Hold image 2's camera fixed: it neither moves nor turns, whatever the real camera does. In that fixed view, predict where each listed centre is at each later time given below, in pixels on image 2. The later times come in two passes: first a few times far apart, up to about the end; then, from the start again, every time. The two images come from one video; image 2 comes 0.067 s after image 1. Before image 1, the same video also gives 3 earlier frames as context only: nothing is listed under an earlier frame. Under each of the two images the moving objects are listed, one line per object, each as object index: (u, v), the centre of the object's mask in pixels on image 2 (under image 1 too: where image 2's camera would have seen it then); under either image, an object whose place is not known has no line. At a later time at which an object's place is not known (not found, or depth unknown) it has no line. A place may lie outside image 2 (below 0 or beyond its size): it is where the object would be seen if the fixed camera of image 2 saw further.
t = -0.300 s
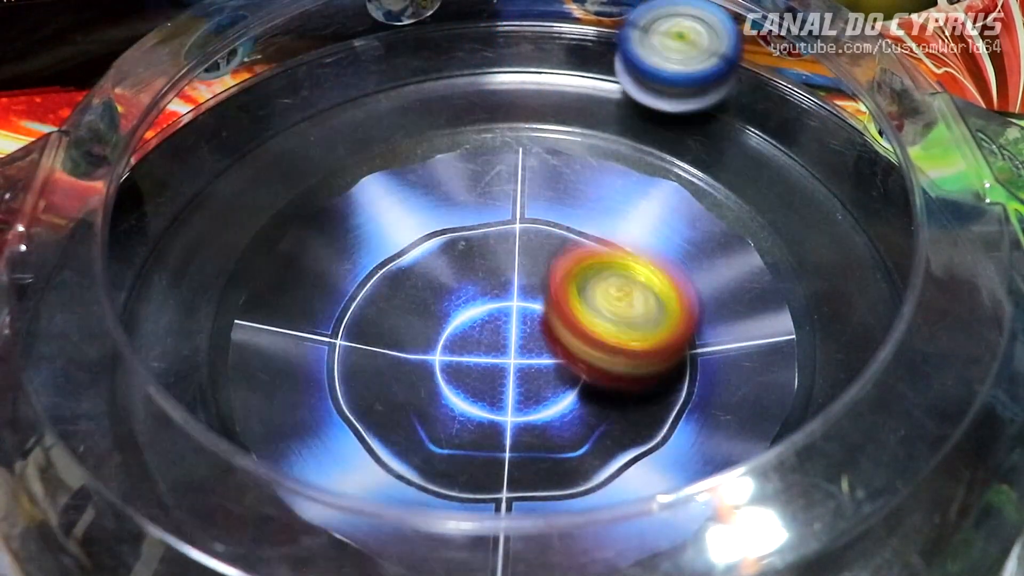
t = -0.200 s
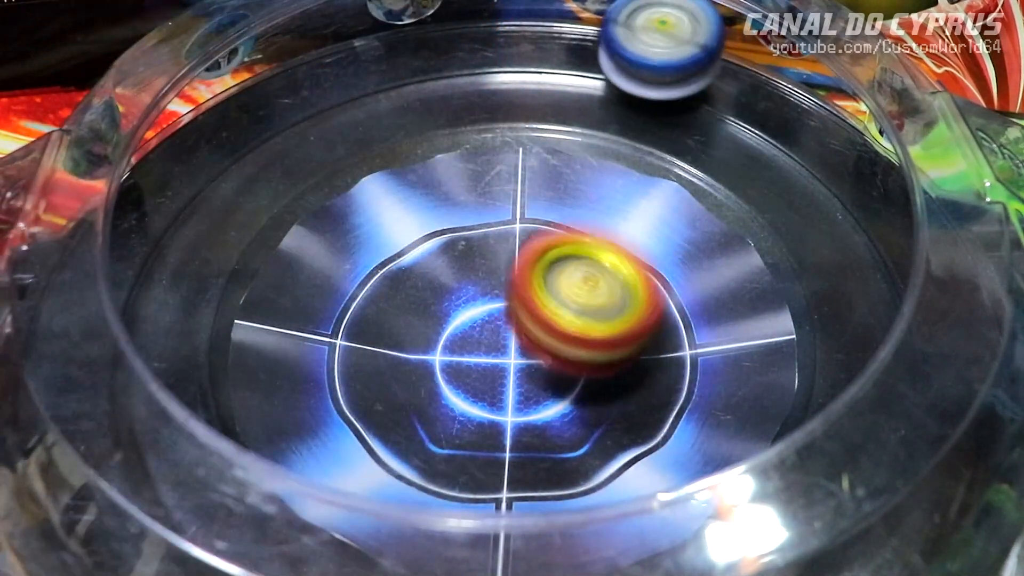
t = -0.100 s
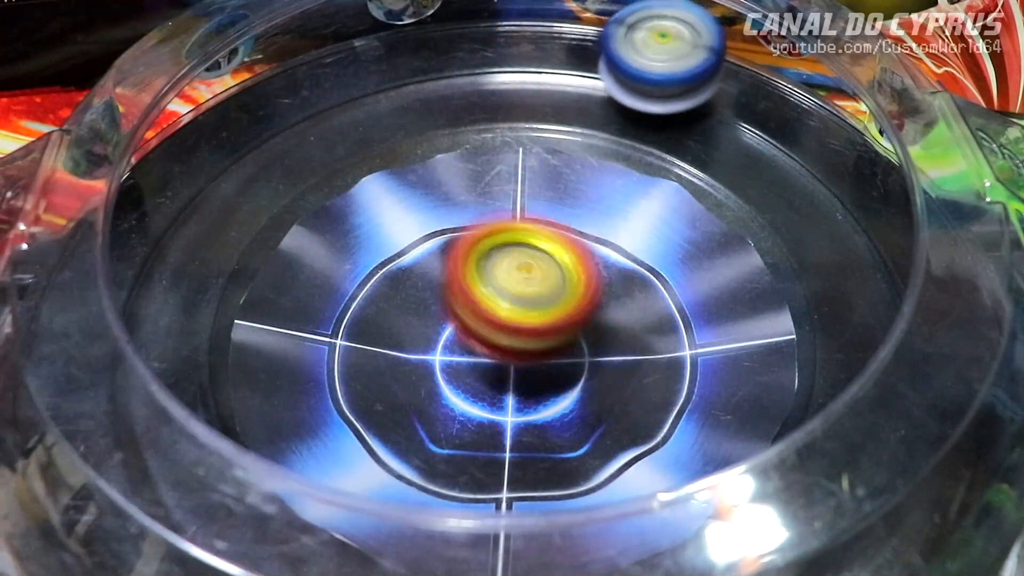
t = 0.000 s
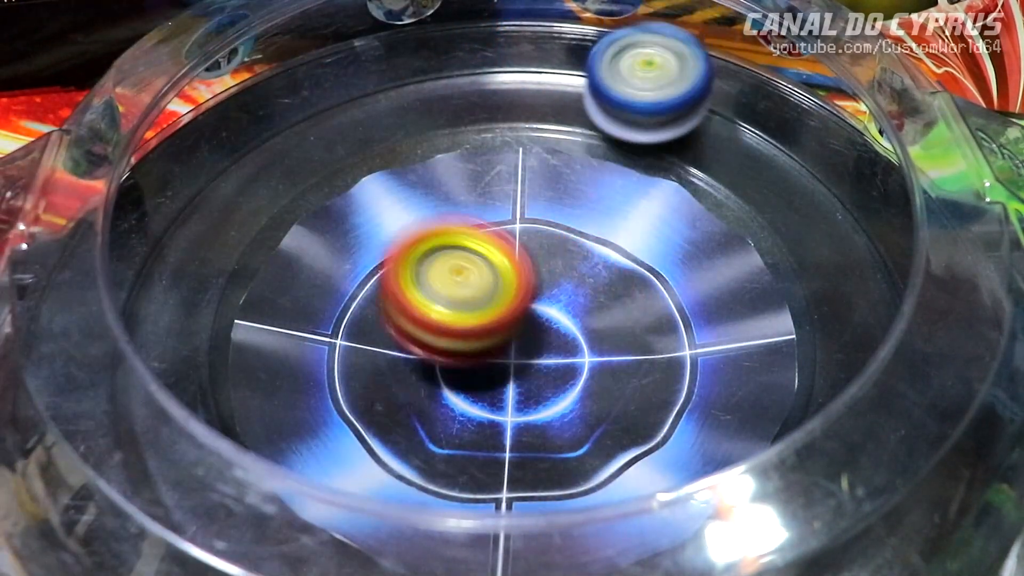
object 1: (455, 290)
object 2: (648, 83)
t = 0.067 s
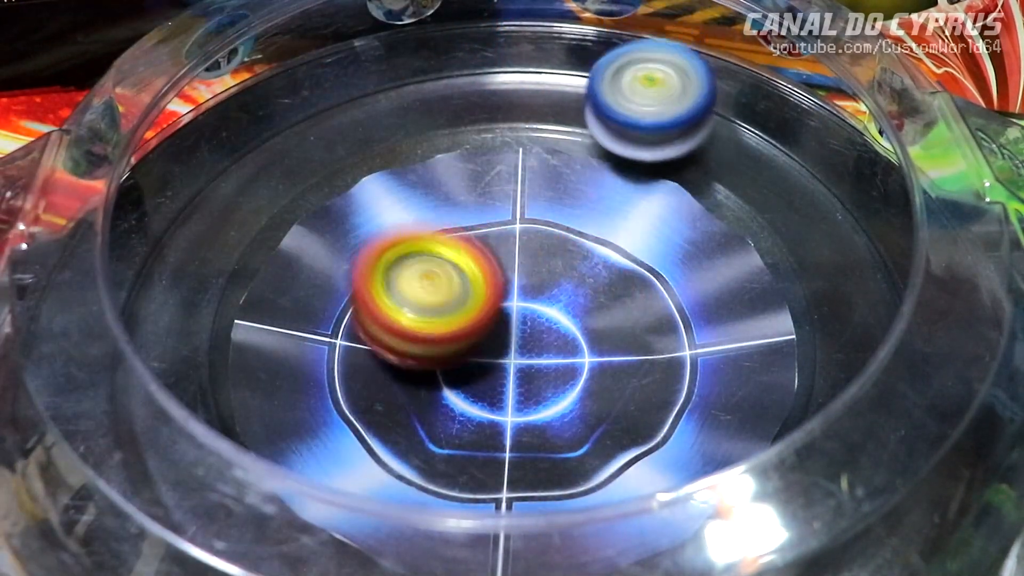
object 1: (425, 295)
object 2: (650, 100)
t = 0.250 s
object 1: (436, 288)
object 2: (603, 191)
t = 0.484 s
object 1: (268, 250)
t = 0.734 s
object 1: (357, 339)
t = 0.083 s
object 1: (420, 288)
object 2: (652, 105)
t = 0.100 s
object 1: (417, 286)
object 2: (653, 109)
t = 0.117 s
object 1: (414, 289)
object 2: (654, 115)
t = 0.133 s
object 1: (412, 289)
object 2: (653, 122)
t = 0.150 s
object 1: (413, 287)
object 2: (651, 130)
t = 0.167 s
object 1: (413, 288)
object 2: (647, 139)
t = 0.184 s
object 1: (415, 287)
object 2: (642, 149)
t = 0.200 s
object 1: (419, 288)
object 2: (634, 158)
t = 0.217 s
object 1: (423, 287)
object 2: (625, 170)
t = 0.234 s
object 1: (430, 287)
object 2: (615, 179)
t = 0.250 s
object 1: (436, 288)
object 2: (603, 191)
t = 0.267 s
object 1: (444, 287)
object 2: (590, 203)
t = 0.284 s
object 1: (452, 288)
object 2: (578, 213)
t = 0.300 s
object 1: (446, 281)
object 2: (577, 226)
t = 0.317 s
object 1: (423, 269)
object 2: (586, 237)
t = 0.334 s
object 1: (401, 261)
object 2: (598, 250)
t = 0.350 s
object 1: (378, 260)
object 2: (611, 270)
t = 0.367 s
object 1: (355, 263)
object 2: (623, 292)
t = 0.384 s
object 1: (338, 263)
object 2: (629, 304)
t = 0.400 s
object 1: (322, 254)
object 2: (635, 320)
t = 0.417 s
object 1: (307, 251)
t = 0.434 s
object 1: (295, 252)
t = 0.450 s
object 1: (284, 255)
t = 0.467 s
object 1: (275, 251)
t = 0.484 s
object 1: (268, 250)
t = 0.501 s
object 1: (262, 254)
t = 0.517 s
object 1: (257, 256)
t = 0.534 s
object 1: (255, 256)
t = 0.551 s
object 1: (254, 260)
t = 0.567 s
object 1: (254, 266)
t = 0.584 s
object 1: (257, 269)
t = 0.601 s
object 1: (260, 275)
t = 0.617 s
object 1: (266, 282)
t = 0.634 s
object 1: (274, 288)
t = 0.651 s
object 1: (282, 296)
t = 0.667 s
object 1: (293, 304)
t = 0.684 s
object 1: (306, 313)
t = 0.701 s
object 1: (320, 321)
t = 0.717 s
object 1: (338, 330)
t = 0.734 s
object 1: (357, 339)
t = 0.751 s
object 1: (377, 346)
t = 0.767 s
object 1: (398, 354)
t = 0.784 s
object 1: (421, 360)
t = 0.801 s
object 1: (447, 364)
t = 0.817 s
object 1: (472, 365)
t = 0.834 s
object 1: (453, 347)
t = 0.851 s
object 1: (424, 331)
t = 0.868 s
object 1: (392, 307)
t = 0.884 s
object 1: (363, 285)
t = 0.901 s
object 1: (332, 260)
